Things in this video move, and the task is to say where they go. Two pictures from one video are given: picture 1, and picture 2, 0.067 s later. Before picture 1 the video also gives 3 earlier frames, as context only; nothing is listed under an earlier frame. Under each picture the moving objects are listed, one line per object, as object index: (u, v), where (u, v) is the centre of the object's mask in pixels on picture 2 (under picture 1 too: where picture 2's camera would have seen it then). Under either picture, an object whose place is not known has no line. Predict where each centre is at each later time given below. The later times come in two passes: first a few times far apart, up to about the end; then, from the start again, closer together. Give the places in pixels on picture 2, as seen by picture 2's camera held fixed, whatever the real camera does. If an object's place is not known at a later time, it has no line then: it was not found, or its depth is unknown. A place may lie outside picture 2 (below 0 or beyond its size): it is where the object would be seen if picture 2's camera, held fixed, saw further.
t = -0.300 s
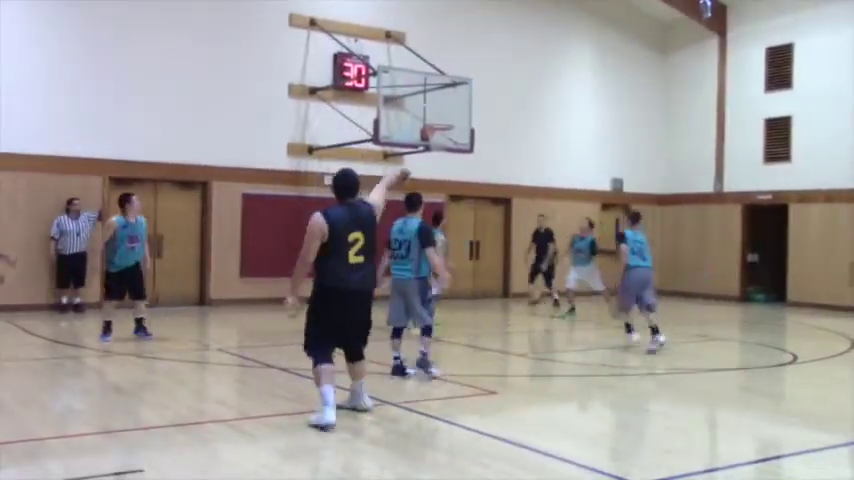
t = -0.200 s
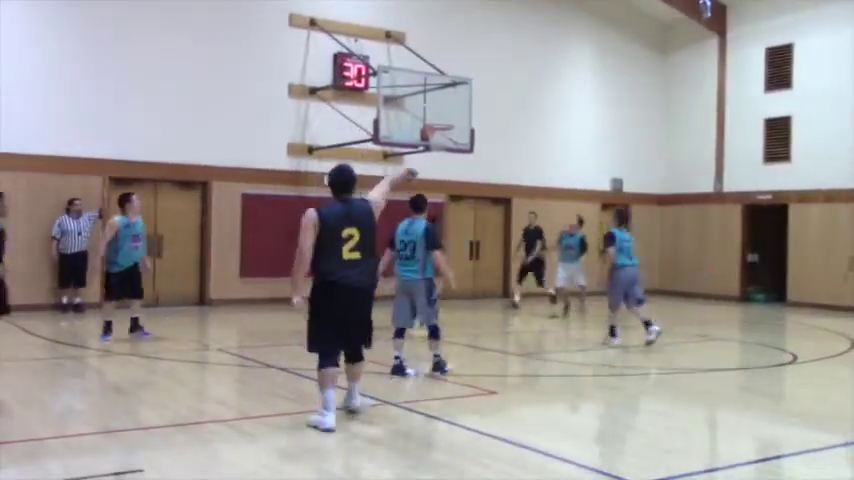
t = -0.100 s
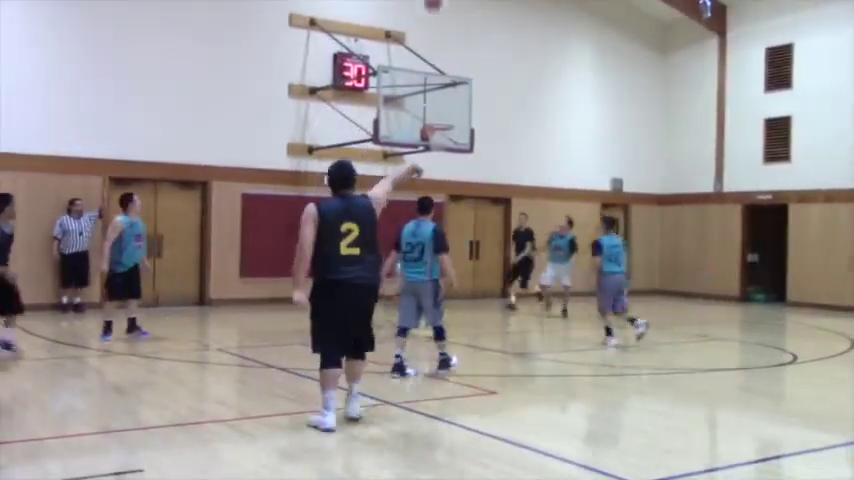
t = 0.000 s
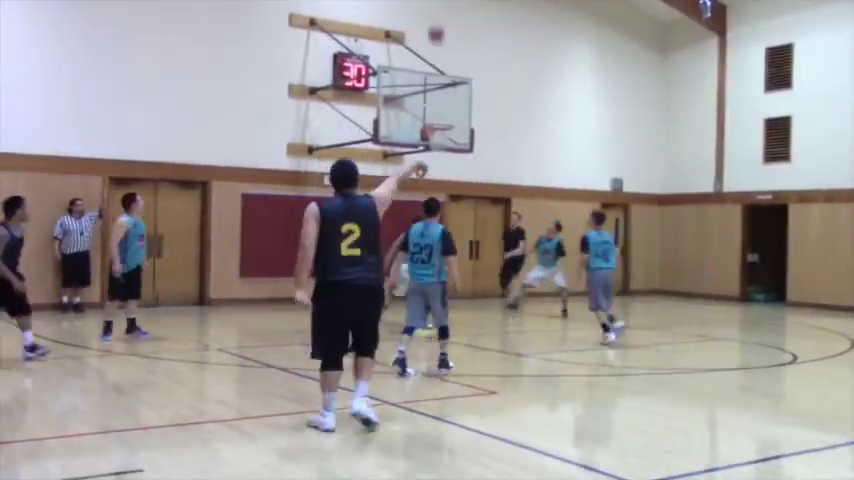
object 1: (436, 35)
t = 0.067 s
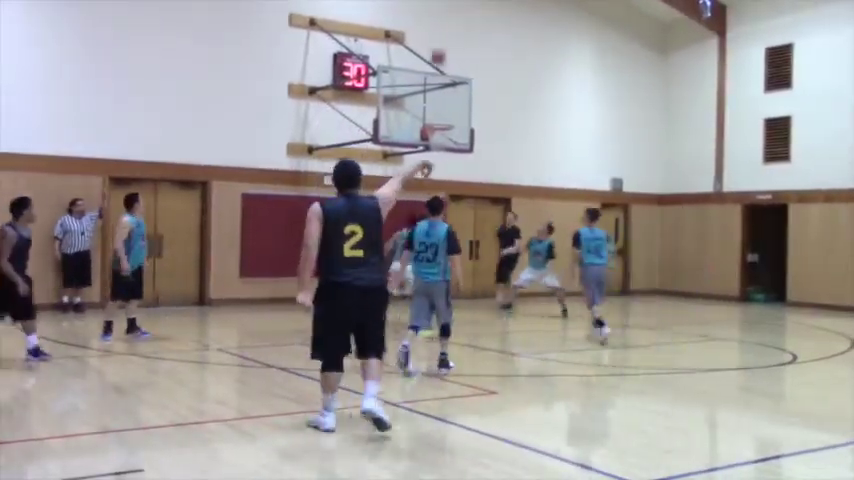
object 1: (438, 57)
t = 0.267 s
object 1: (446, 114)
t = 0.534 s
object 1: (472, 80)
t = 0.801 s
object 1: (500, 94)
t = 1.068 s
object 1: (532, 162)
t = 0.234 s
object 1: (443, 119)
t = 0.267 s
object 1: (446, 114)
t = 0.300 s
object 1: (449, 107)
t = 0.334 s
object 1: (452, 102)
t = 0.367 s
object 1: (456, 95)
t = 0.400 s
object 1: (459, 92)
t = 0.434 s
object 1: (462, 88)
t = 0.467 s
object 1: (466, 86)
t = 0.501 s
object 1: (470, 82)
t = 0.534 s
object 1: (472, 80)
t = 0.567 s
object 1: (476, 79)
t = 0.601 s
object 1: (480, 79)
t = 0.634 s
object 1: (483, 80)
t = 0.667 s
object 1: (486, 81)
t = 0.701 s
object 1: (490, 83)
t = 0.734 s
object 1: (493, 86)
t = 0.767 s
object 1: (497, 89)
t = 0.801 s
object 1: (500, 94)
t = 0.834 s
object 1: (504, 99)
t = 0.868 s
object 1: (508, 105)
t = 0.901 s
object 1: (512, 113)
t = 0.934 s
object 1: (516, 121)
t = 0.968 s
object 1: (520, 129)
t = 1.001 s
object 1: (524, 139)
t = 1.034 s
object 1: (528, 150)
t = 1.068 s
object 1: (532, 162)
